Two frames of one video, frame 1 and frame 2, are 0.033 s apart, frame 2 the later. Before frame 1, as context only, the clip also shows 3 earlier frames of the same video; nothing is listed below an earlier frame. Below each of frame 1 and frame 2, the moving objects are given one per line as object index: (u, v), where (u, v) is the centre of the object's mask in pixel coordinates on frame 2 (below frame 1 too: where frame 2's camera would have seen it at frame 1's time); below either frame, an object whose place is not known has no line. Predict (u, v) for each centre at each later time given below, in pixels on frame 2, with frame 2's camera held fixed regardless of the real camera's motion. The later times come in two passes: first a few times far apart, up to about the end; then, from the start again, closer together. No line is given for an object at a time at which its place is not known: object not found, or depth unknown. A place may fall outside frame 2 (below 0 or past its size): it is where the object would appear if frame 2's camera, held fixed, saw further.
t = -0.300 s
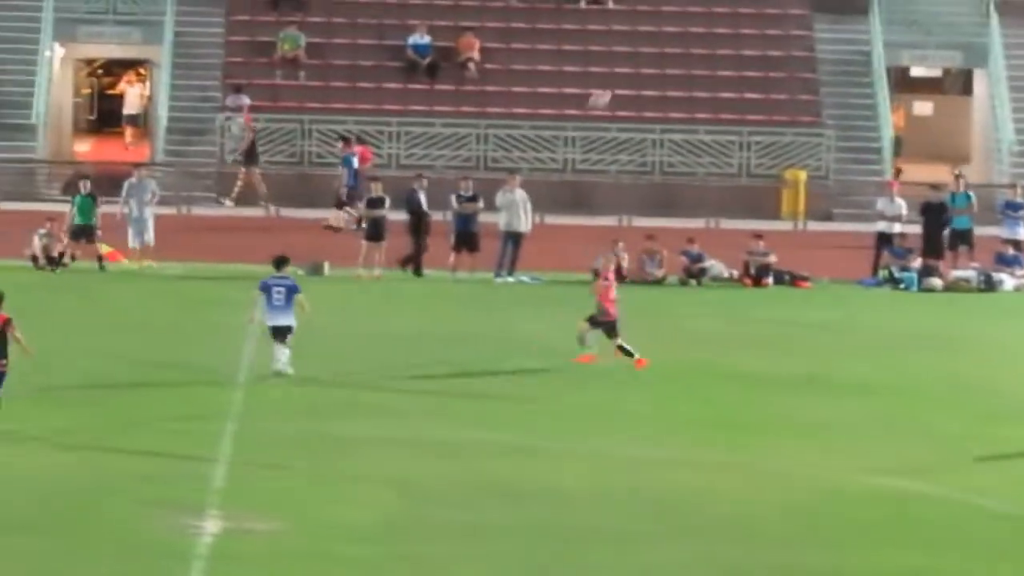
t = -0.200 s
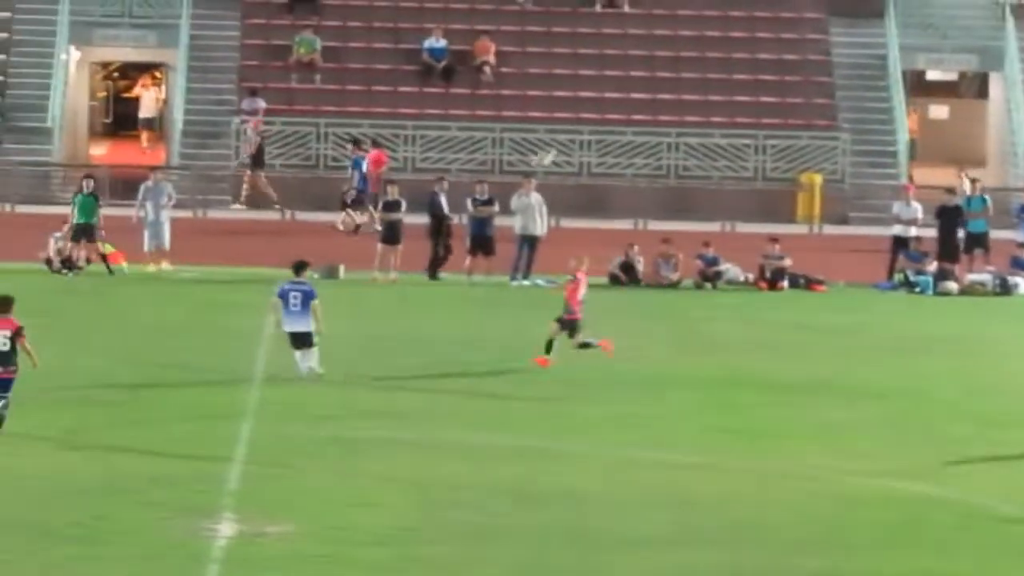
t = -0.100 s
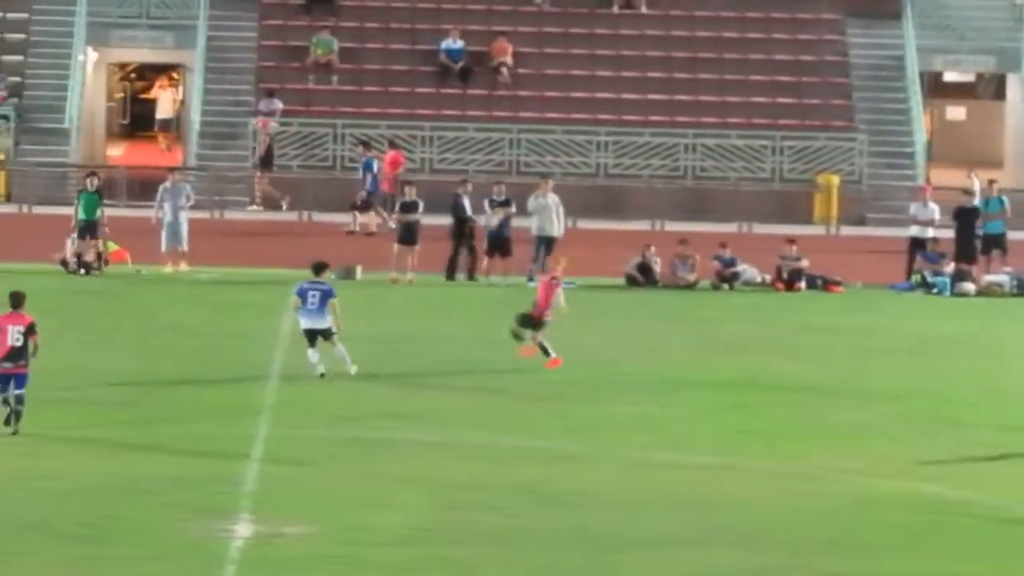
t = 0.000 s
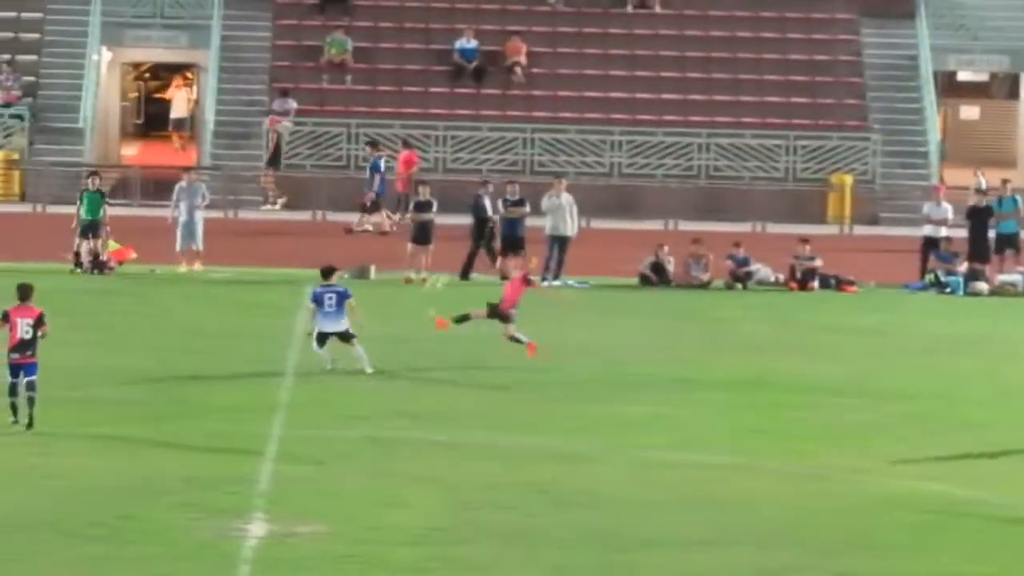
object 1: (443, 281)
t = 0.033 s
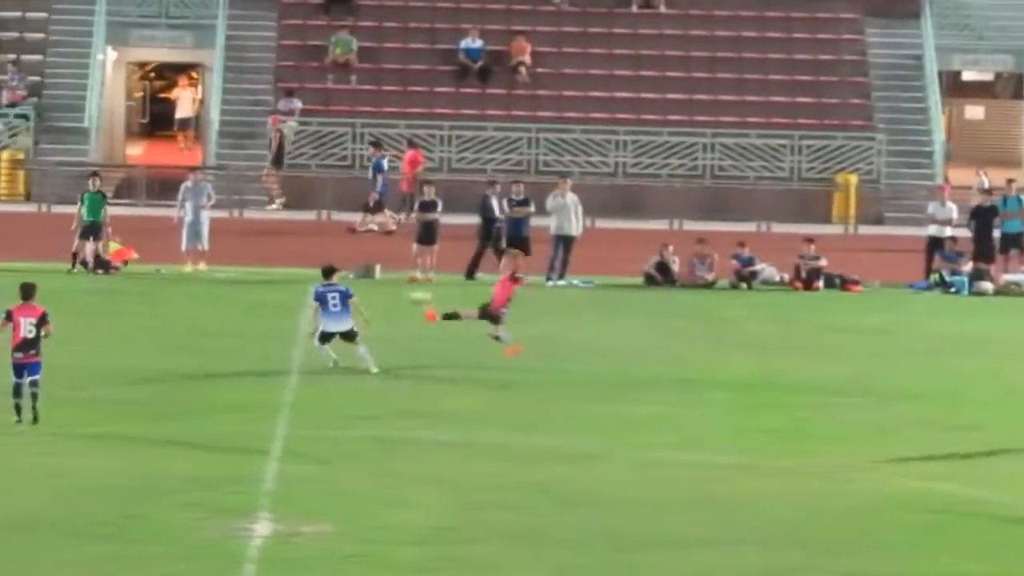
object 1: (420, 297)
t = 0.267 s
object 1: (233, 284)
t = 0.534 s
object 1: (28, 327)
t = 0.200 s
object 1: (284, 285)
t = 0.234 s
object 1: (259, 285)
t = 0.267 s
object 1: (233, 284)
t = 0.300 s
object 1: (208, 287)
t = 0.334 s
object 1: (182, 290)
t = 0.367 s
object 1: (157, 293)
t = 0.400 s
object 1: (131, 298)
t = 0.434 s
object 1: (105, 304)
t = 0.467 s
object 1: (80, 311)
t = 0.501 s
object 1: (54, 318)
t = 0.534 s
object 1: (28, 327)
